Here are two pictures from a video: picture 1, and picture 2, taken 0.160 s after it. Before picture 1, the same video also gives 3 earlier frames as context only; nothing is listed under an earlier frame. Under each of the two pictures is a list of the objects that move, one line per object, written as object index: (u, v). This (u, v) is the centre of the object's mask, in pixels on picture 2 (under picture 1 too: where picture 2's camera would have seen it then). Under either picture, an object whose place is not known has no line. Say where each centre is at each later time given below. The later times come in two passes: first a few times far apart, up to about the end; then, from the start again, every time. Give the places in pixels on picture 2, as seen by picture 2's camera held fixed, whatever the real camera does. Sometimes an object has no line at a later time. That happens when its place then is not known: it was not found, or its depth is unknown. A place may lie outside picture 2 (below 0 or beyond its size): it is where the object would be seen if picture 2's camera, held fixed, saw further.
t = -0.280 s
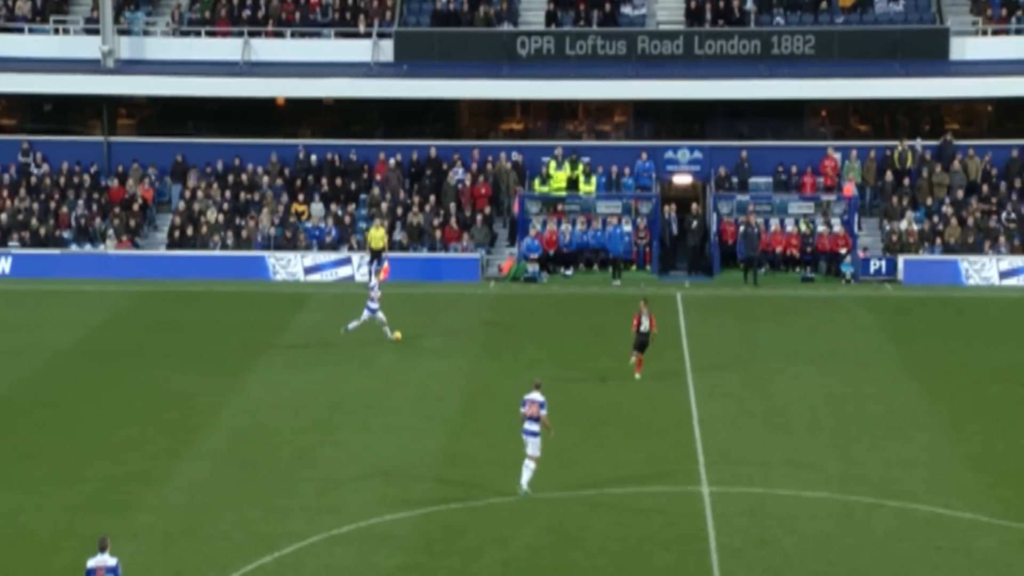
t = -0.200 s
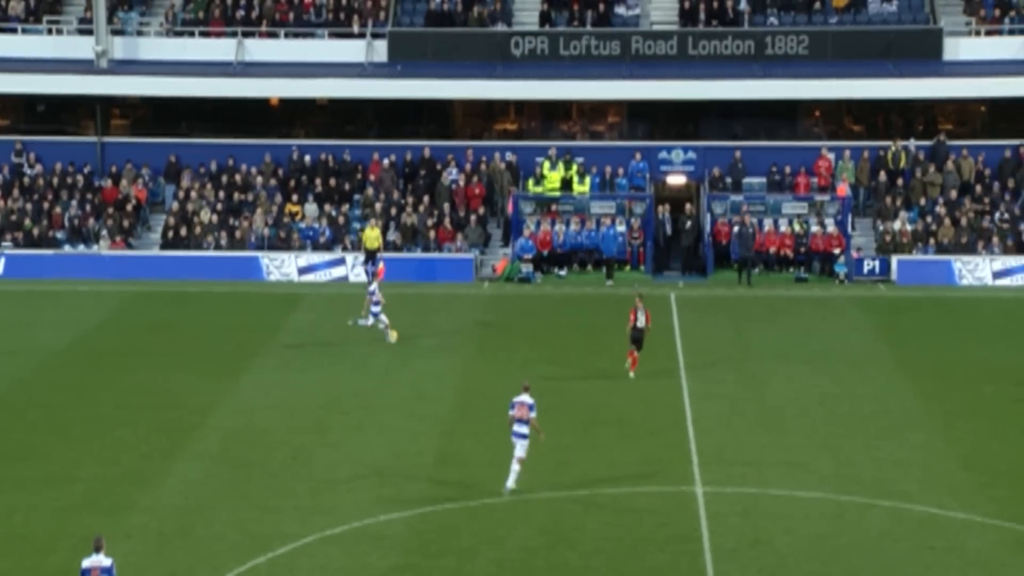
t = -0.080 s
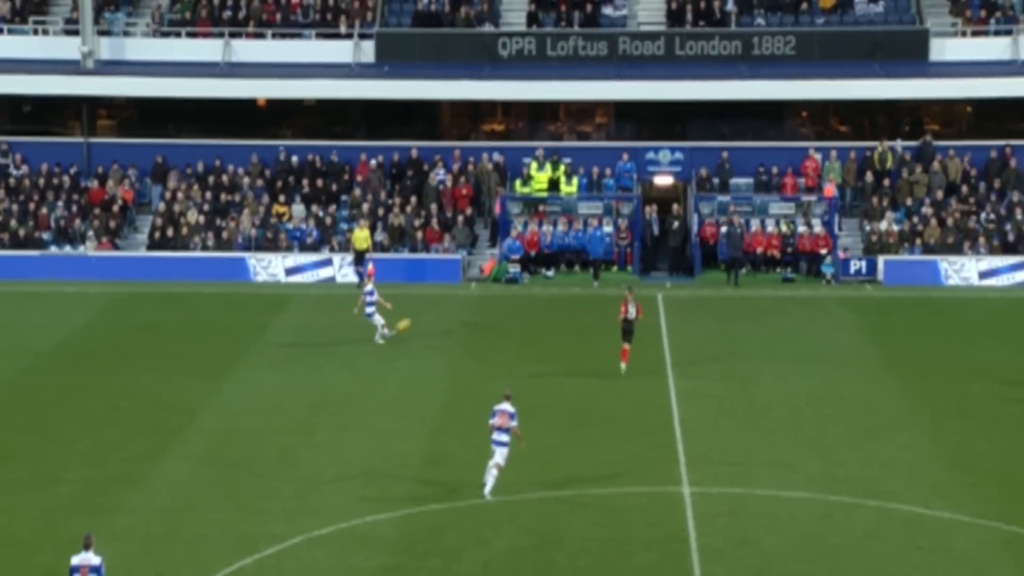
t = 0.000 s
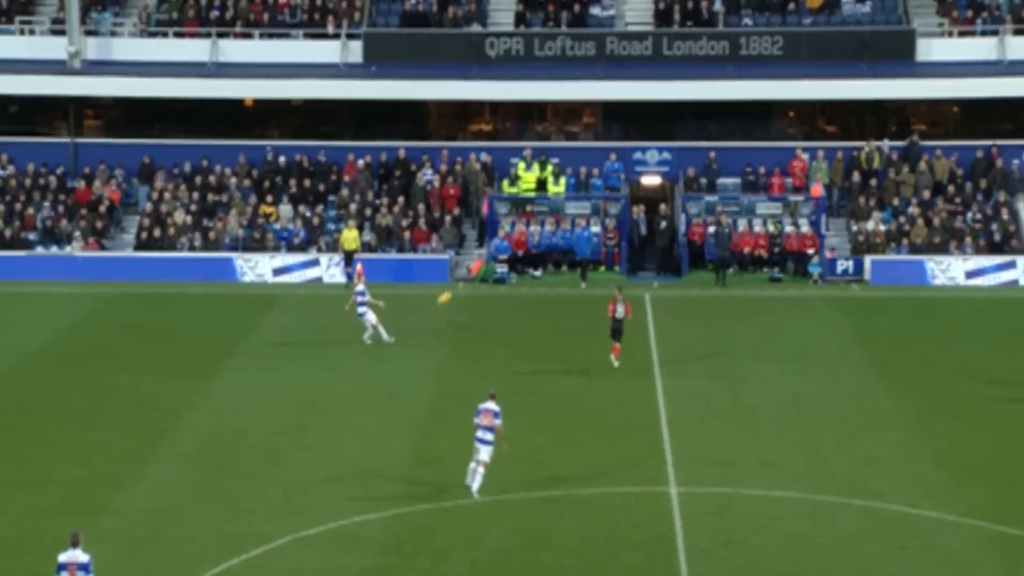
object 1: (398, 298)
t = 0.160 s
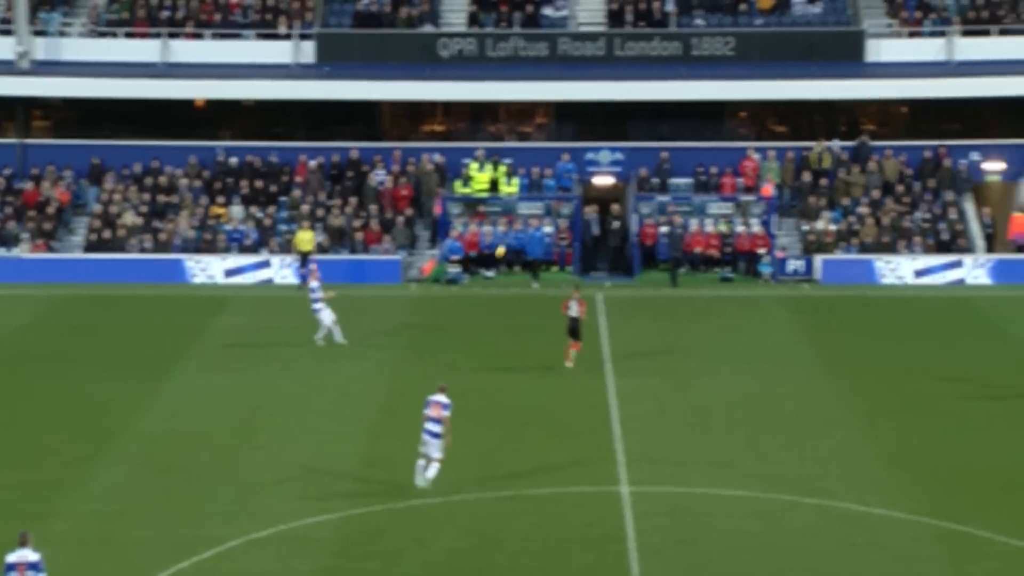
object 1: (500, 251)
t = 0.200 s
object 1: (525, 240)
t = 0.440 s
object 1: (670, 187)
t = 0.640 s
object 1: (789, 158)
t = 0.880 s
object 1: (929, 144)
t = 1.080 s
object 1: (1045, 150)
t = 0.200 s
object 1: (525, 240)
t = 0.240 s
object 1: (549, 229)
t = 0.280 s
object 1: (574, 220)
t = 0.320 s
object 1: (598, 211)
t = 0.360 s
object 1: (622, 202)
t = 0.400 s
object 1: (646, 194)
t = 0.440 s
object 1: (670, 187)
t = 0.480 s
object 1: (694, 180)
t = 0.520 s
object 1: (718, 174)
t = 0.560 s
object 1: (742, 168)
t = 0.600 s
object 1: (766, 162)
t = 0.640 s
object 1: (789, 158)
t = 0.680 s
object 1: (812, 154)
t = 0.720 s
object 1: (836, 151)
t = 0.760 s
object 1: (859, 148)
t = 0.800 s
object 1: (883, 146)
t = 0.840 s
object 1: (906, 145)
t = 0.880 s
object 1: (929, 144)
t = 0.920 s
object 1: (952, 143)
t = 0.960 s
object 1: (975, 144)
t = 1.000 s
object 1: (998, 146)
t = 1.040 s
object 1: (1022, 147)
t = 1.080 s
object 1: (1045, 150)
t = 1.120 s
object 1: (1068, 153)
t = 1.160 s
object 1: (1091, 158)
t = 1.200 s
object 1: (1114, 163)
